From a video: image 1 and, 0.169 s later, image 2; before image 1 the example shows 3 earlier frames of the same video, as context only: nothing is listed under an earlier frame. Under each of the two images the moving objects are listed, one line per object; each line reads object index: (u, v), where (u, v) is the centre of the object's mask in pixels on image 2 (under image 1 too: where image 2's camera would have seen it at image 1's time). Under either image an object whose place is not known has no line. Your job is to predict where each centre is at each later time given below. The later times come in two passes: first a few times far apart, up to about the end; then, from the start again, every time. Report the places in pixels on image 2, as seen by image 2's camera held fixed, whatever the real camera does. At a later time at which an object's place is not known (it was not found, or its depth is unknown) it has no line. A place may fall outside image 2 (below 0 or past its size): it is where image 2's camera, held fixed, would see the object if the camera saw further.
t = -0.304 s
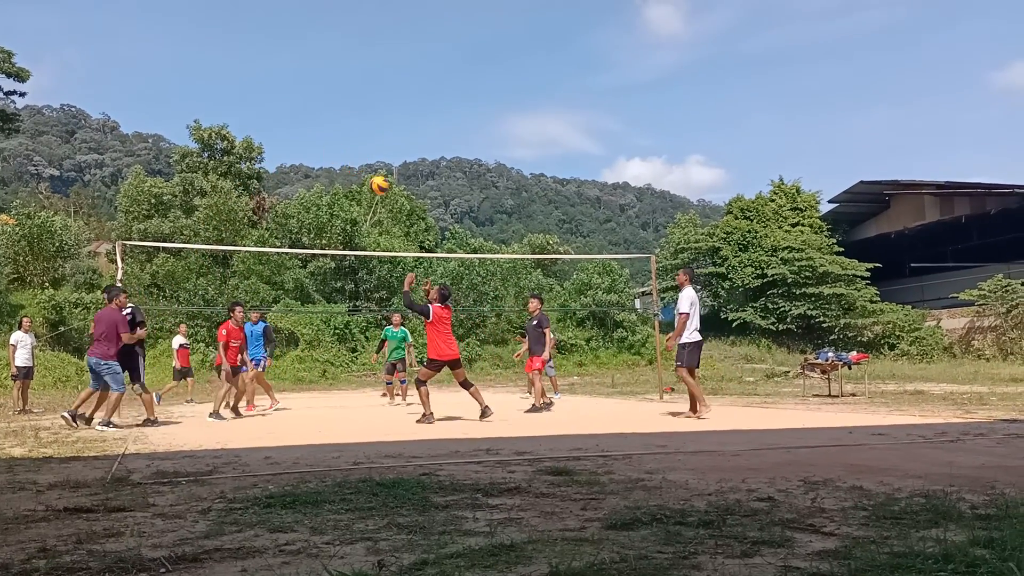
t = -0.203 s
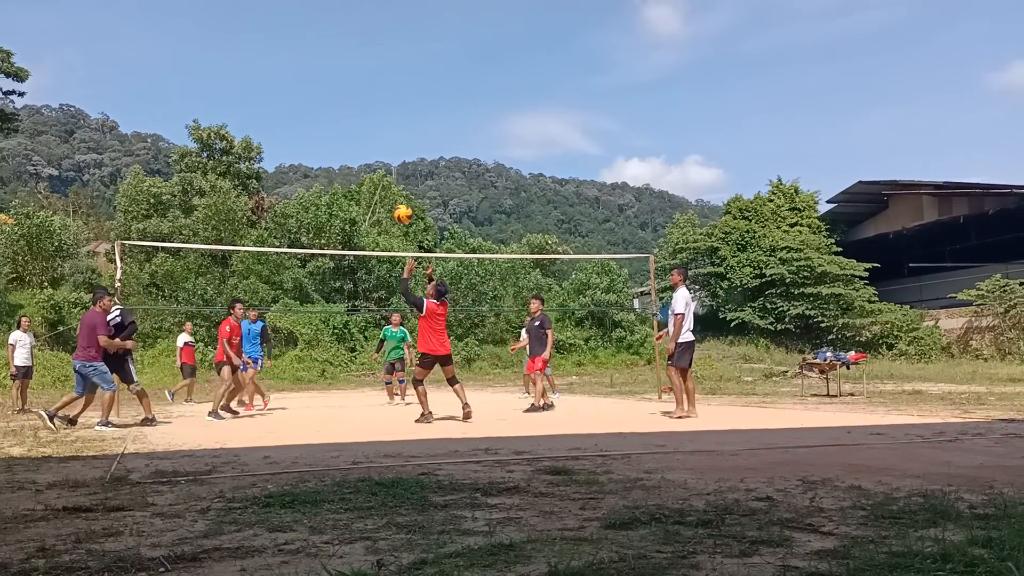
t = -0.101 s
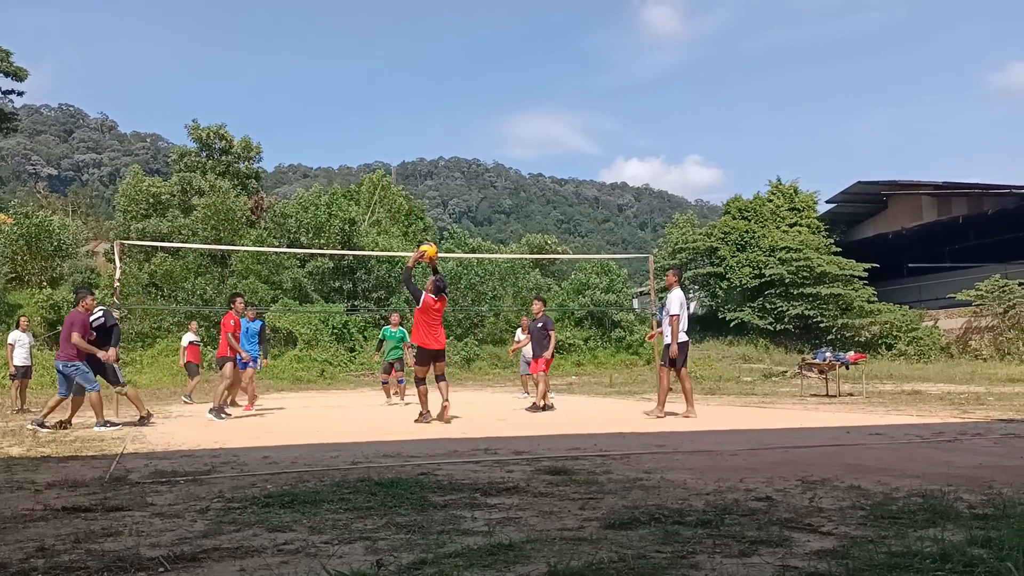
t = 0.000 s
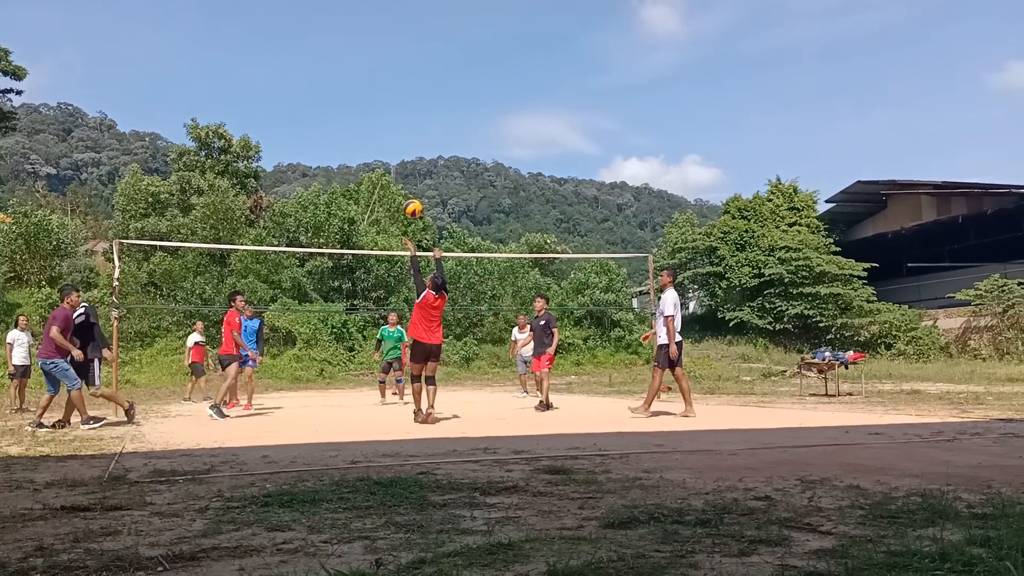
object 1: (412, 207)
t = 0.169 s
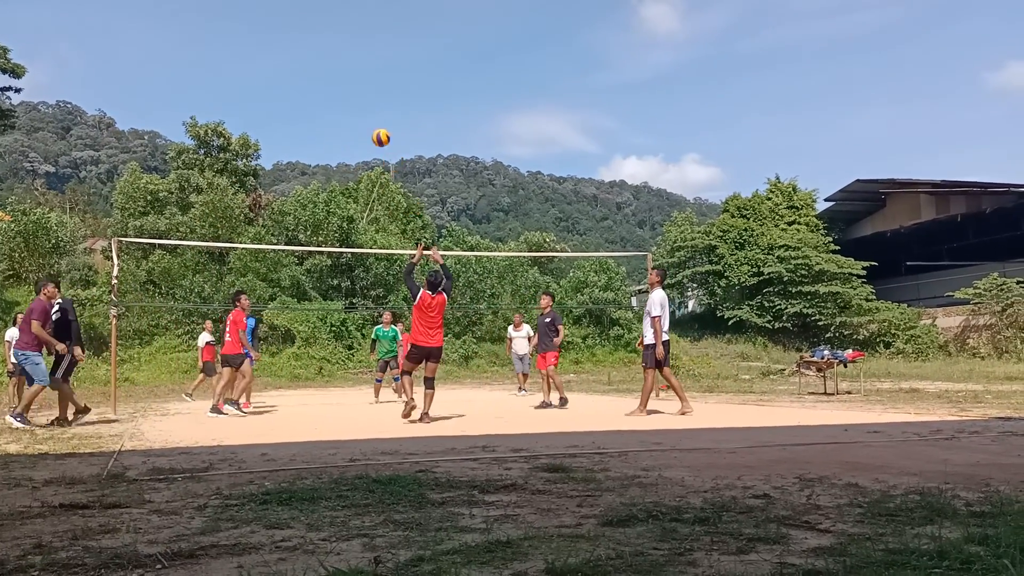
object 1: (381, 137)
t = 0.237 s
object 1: (369, 118)
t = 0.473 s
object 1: (330, 81)
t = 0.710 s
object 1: (296, 90)
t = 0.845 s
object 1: (279, 113)
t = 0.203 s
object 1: (375, 127)
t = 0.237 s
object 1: (369, 118)
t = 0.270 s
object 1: (363, 110)
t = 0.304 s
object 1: (357, 102)
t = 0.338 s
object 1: (352, 96)
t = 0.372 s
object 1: (346, 91)
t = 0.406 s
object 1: (341, 86)
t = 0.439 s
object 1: (335, 83)
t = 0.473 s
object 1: (330, 81)
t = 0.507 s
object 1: (325, 80)
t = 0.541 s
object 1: (320, 79)
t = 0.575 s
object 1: (315, 80)
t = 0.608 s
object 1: (310, 81)
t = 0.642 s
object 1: (306, 83)
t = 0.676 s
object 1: (301, 86)
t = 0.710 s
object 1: (296, 90)
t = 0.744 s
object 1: (292, 94)
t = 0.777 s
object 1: (288, 100)
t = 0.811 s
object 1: (283, 106)
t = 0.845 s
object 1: (279, 113)
